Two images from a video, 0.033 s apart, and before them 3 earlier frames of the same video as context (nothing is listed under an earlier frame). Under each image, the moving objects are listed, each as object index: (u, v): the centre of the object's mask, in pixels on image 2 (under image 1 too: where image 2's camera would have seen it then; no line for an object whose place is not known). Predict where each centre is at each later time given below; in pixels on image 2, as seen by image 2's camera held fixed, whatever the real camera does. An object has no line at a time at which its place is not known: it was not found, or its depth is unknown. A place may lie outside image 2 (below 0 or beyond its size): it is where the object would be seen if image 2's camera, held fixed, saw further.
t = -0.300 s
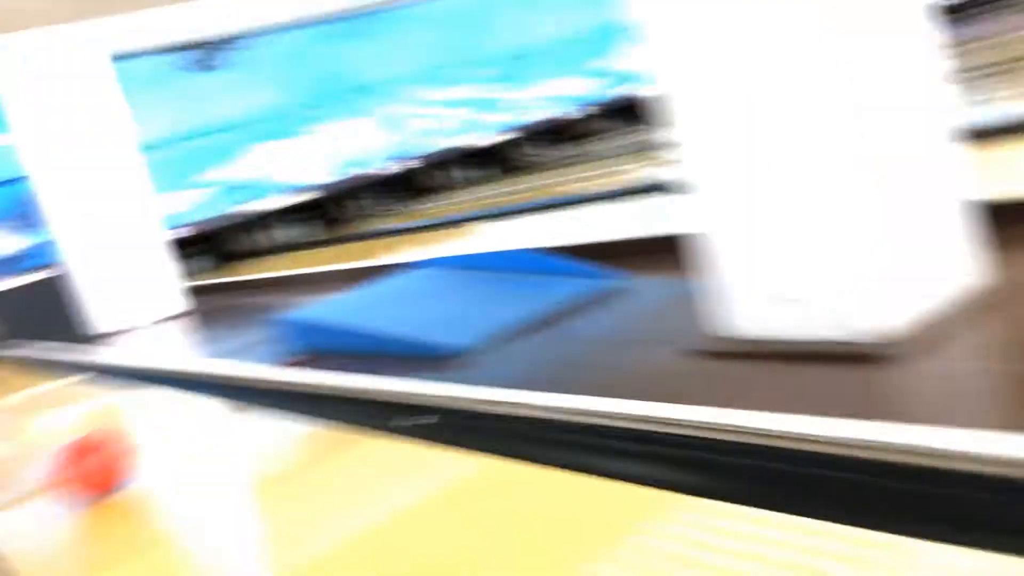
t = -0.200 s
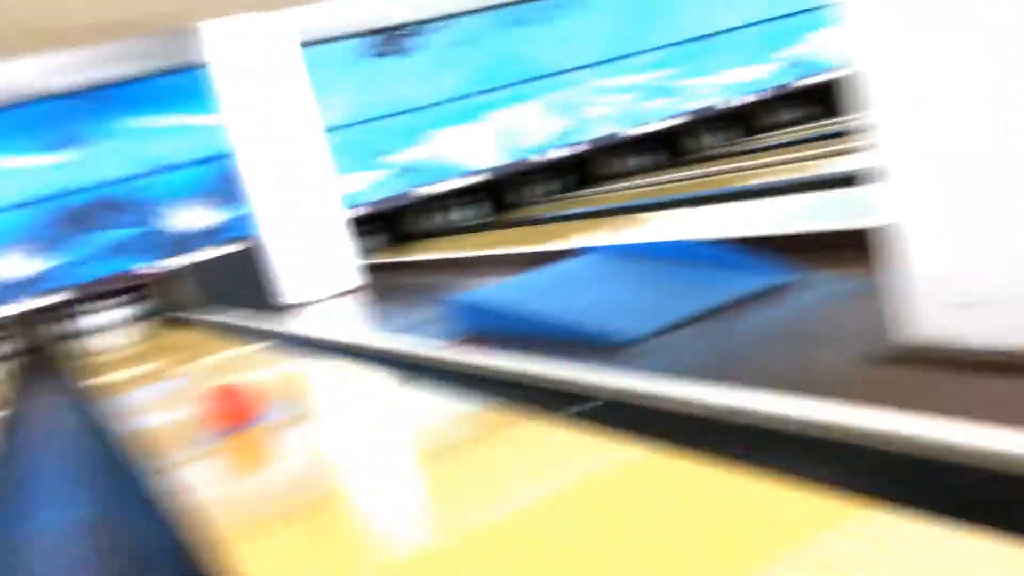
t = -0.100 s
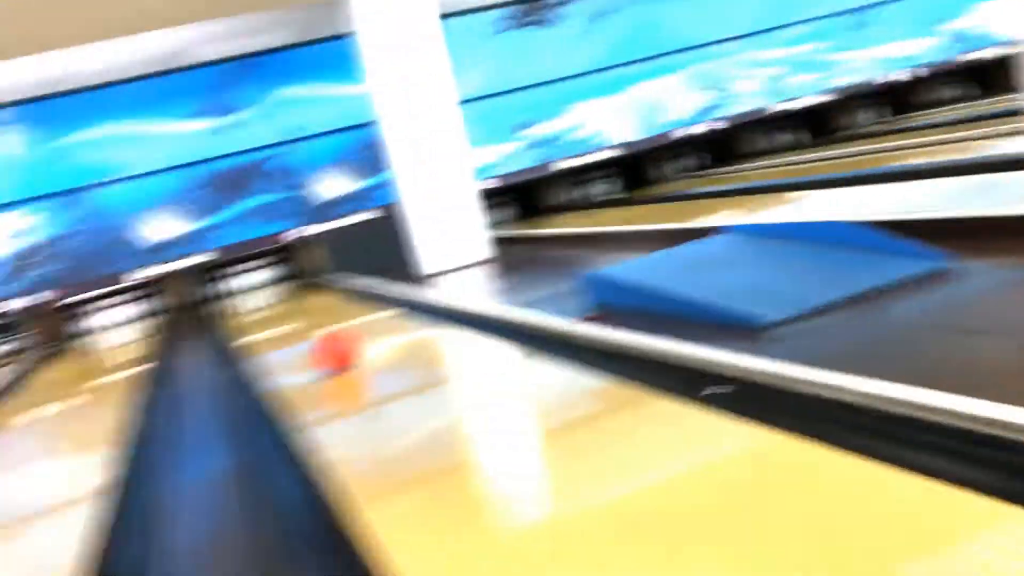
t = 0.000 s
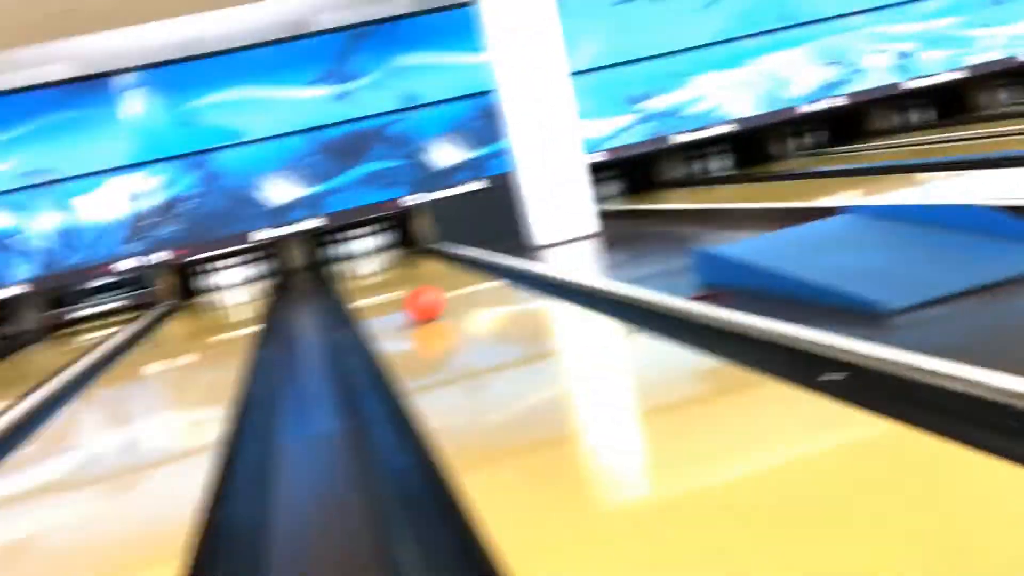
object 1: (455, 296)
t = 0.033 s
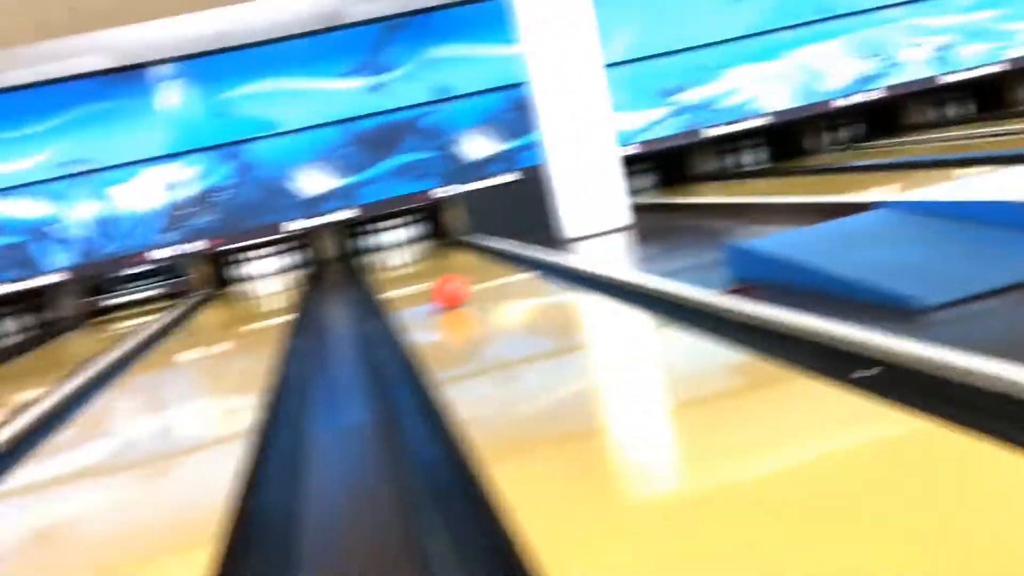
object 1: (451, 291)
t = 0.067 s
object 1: (445, 288)
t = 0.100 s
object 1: (442, 284)
